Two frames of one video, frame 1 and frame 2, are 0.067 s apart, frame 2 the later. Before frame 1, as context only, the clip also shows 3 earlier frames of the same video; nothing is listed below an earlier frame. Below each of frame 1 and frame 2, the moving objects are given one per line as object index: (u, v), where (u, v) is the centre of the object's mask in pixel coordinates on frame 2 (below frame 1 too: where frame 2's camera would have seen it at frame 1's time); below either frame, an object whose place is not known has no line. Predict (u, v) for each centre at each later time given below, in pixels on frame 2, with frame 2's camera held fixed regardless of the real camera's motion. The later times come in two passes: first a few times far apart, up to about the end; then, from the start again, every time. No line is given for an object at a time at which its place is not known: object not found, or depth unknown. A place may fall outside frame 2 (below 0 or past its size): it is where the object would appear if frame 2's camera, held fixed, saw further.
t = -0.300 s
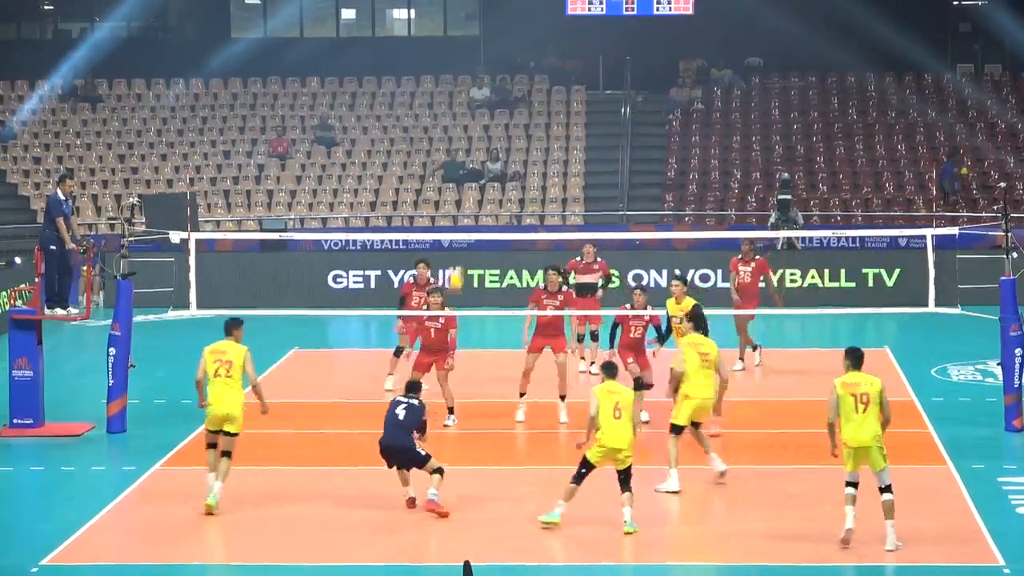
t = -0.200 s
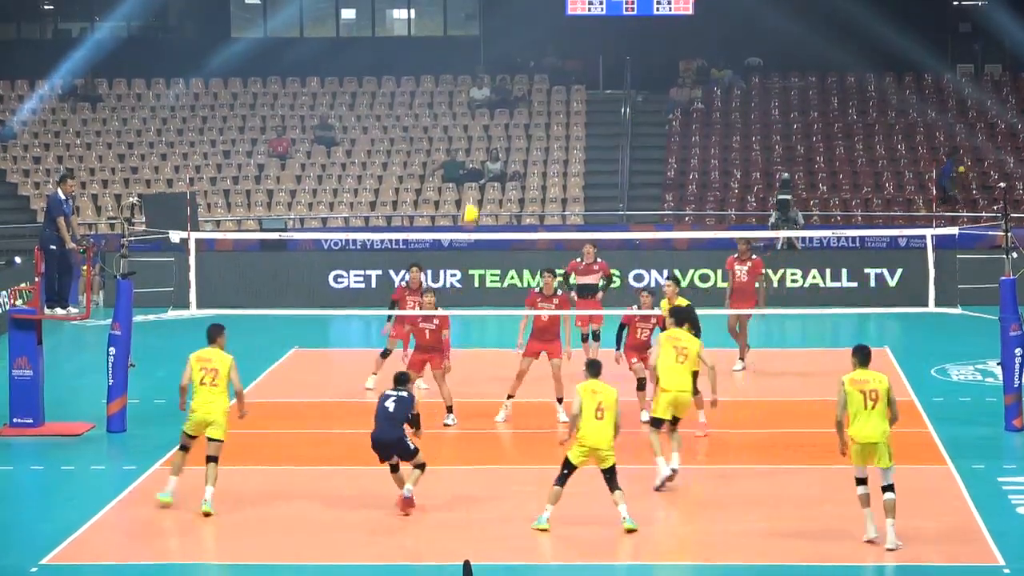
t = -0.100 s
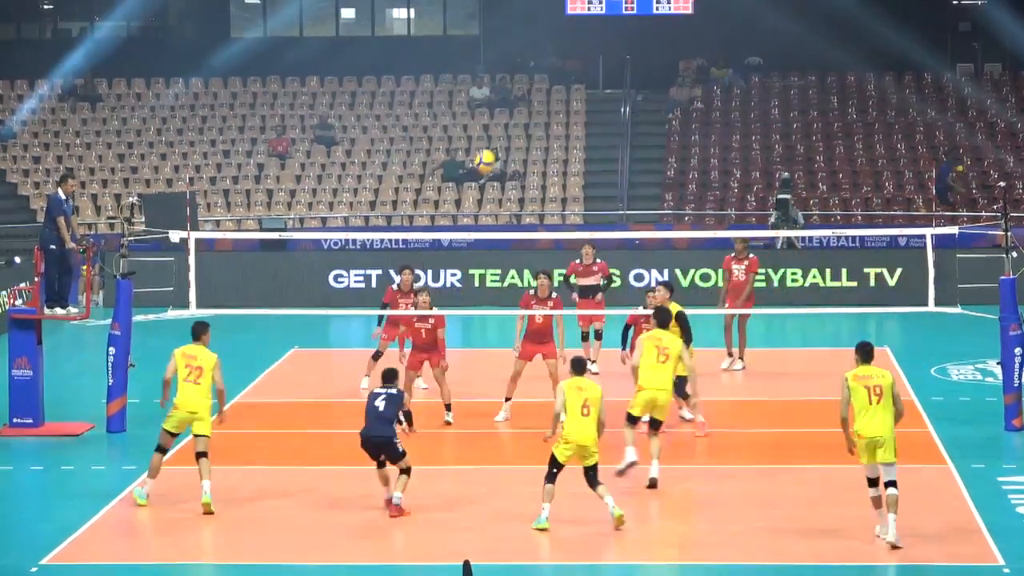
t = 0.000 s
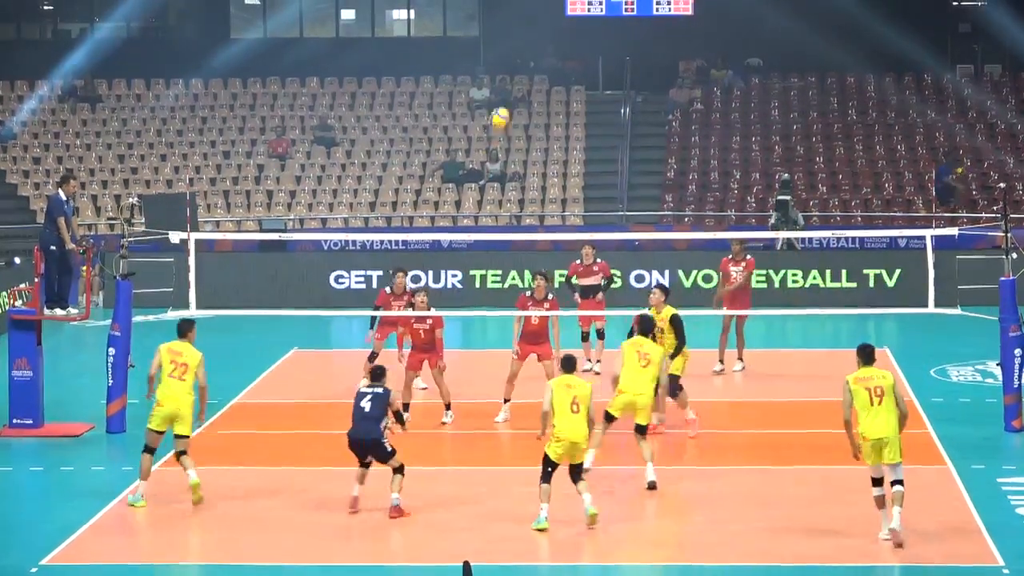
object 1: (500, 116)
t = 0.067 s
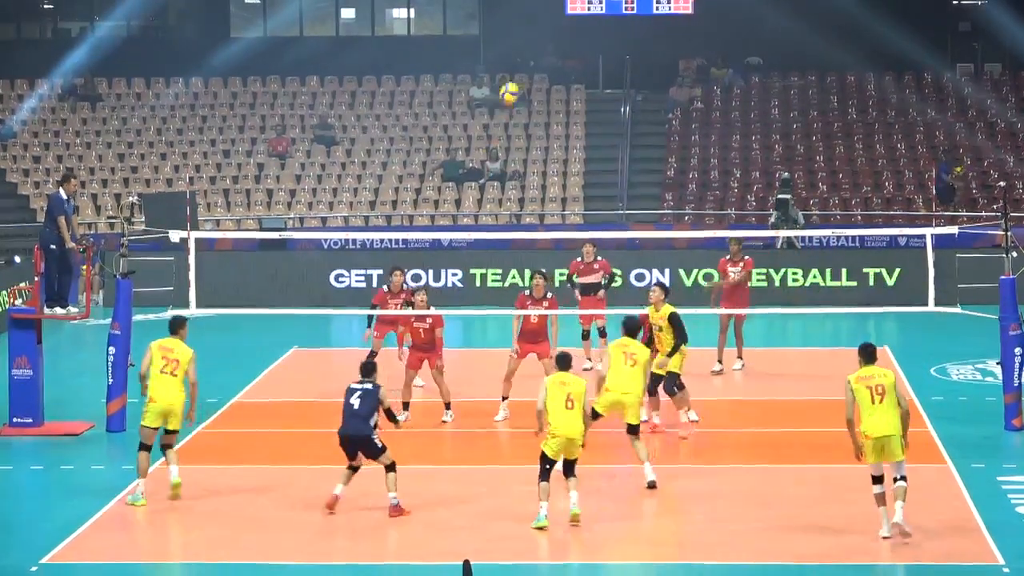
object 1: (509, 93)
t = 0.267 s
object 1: (538, 44)
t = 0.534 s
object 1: (575, 35)
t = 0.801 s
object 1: (611, 83)
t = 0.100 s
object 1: (514, 81)
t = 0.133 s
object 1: (519, 74)
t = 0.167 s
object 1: (523, 64)
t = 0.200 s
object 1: (528, 57)
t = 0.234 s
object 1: (533, 51)
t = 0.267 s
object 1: (538, 44)
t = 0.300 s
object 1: (542, 40)
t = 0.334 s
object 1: (547, 37)
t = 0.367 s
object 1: (552, 35)
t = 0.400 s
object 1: (556, 32)
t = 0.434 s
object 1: (561, 32)
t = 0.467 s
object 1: (566, 32)
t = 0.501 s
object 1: (570, 33)
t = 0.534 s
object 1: (575, 35)
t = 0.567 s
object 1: (579, 38)
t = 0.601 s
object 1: (584, 42)
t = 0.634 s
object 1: (589, 46)
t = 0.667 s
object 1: (593, 53)
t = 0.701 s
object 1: (598, 59)
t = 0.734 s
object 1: (602, 66)
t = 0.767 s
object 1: (607, 75)
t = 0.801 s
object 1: (611, 83)
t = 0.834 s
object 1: (615, 93)
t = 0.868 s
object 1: (620, 104)
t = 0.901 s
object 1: (625, 116)
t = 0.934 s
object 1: (630, 129)
